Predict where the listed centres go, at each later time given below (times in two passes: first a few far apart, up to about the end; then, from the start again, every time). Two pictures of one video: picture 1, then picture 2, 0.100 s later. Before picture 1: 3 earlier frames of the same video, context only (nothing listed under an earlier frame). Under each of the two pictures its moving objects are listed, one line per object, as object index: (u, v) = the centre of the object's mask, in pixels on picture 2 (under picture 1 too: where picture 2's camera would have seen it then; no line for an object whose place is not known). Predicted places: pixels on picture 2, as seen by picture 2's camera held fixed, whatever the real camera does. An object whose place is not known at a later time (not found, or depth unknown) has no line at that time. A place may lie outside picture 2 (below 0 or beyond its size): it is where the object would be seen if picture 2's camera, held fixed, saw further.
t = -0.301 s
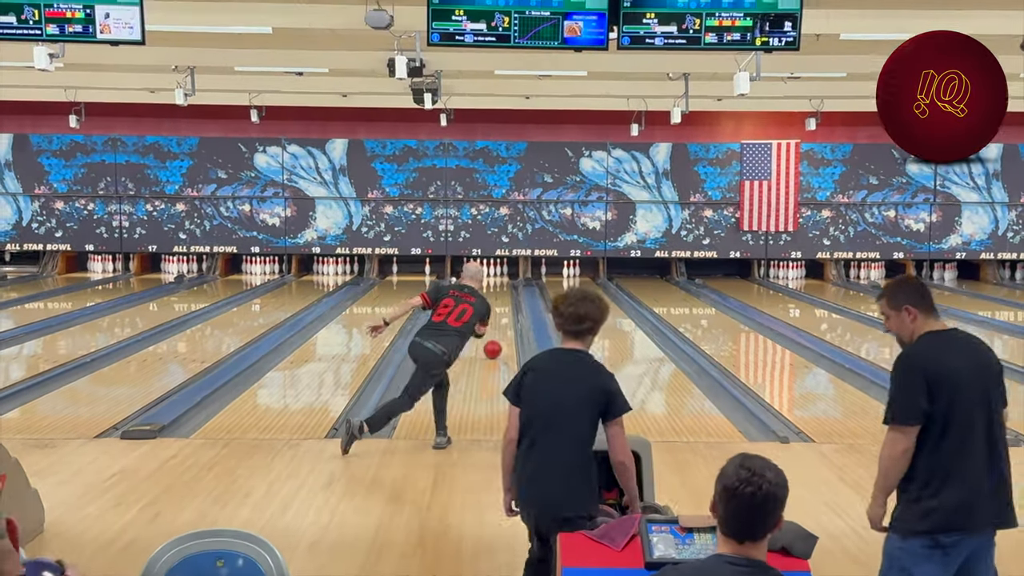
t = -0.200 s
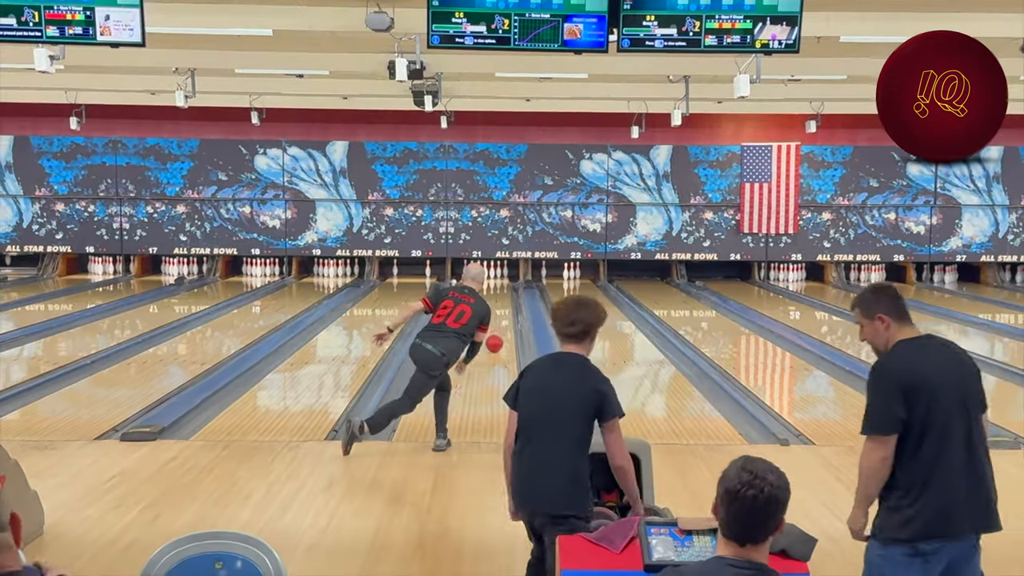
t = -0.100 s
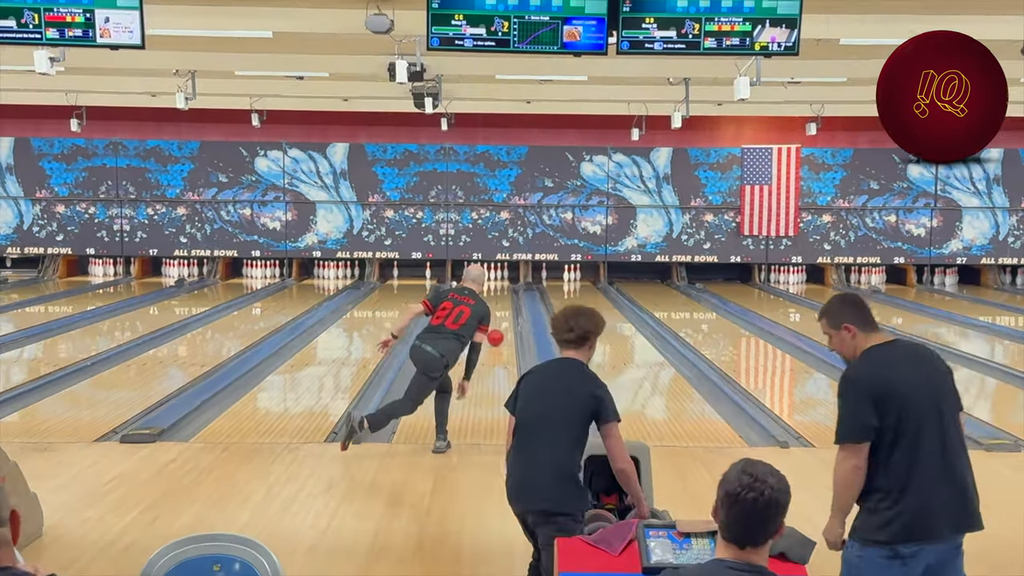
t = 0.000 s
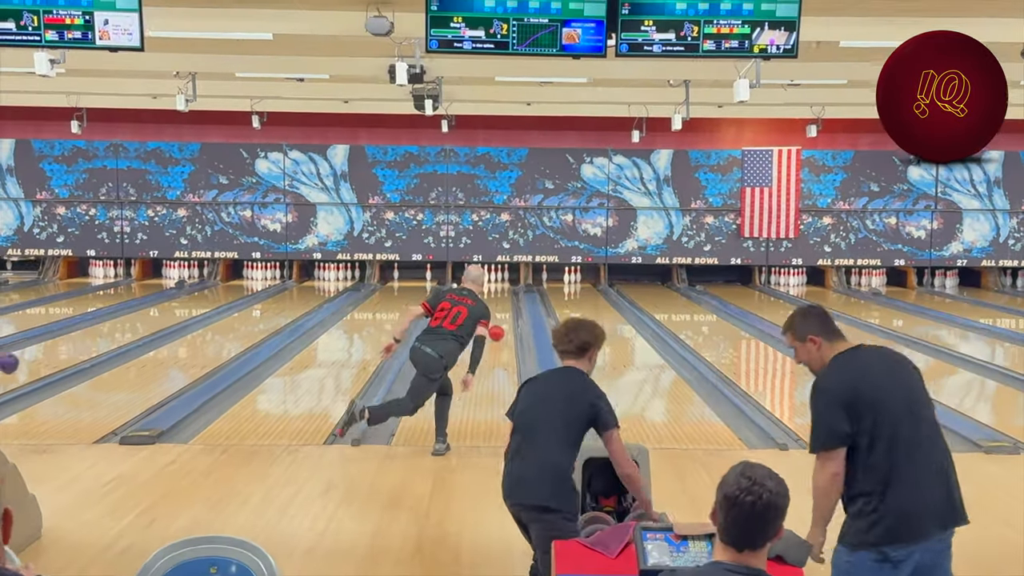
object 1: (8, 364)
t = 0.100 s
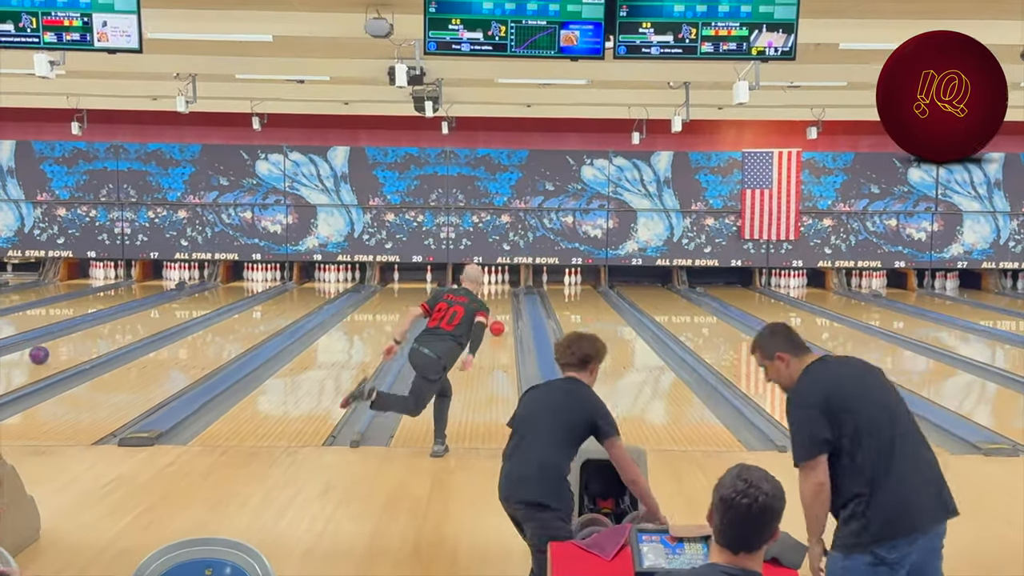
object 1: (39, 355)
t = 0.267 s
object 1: (83, 341)
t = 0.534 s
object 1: (140, 323)
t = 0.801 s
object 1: (183, 309)
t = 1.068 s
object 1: (215, 299)
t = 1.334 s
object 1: (239, 290)
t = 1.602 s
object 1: (255, 283)
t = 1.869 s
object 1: (267, 277)
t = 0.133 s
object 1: (48, 352)
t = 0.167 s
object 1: (57, 349)
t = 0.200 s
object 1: (66, 346)
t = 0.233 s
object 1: (75, 344)
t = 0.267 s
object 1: (83, 341)
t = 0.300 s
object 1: (91, 338)
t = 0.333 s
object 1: (98, 336)
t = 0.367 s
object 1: (106, 334)
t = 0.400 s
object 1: (113, 331)
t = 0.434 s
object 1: (120, 329)
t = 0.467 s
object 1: (127, 327)
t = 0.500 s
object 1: (134, 325)
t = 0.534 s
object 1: (140, 323)
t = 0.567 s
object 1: (146, 321)
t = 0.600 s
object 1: (152, 320)
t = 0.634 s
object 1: (157, 318)
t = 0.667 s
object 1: (163, 316)
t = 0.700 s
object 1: (168, 314)
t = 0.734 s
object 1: (173, 313)
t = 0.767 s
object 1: (178, 311)
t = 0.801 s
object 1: (183, 309)
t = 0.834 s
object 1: (188, 308)
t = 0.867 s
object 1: (192, 306)
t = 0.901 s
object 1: (197, 305)
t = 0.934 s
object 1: (200, 304)
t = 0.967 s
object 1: (204, 302)
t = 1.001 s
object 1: (208, 301)
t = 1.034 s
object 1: (212, 300)
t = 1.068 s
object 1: (215, 299)
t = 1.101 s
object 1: (219, 298)
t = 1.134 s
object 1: (223, 296)
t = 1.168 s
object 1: (226, 295)
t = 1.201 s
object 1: (228, 294)
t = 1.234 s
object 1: (231, 294)
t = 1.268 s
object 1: (234, 292)
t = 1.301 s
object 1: (237, 291)
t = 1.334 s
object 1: (239, 290)
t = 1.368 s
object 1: (241, 289)
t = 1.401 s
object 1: (243, 289)
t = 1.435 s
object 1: (246, 287)
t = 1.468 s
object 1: (248, 286)
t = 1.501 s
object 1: (250, 285)
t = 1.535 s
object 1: (251, 284)
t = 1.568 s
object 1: (253, 284)
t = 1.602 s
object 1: (255, 283)
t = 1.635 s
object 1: (256, 282)
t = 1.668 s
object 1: (258, 281)
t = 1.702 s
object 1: (259, 281)
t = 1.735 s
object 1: (260, 280)
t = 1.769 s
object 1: (261, 279)
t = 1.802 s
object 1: (262, 278)
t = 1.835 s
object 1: (265, 278)
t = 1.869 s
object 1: (267, 277)
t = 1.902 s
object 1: (267, 277)
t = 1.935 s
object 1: (268, 276)
